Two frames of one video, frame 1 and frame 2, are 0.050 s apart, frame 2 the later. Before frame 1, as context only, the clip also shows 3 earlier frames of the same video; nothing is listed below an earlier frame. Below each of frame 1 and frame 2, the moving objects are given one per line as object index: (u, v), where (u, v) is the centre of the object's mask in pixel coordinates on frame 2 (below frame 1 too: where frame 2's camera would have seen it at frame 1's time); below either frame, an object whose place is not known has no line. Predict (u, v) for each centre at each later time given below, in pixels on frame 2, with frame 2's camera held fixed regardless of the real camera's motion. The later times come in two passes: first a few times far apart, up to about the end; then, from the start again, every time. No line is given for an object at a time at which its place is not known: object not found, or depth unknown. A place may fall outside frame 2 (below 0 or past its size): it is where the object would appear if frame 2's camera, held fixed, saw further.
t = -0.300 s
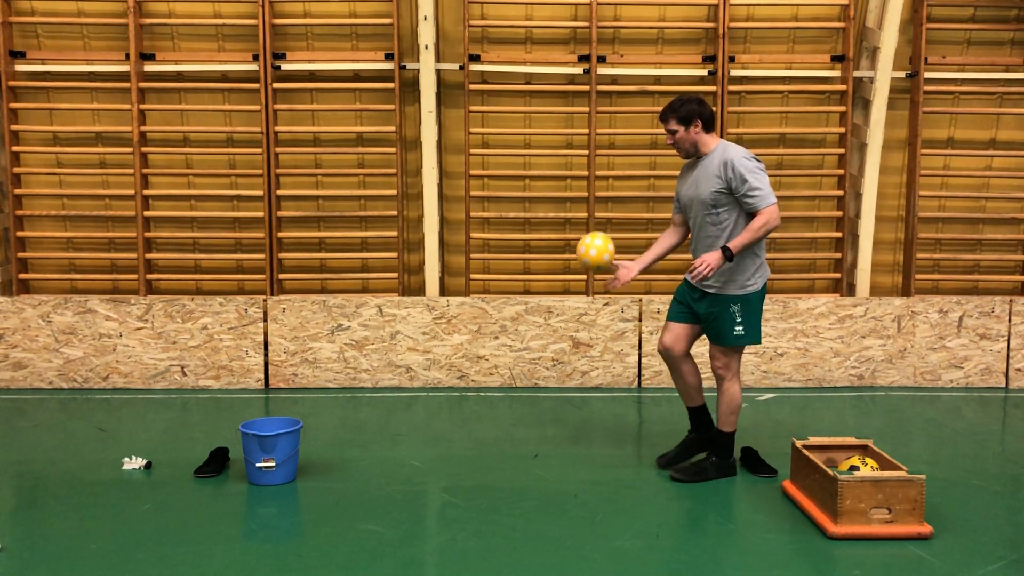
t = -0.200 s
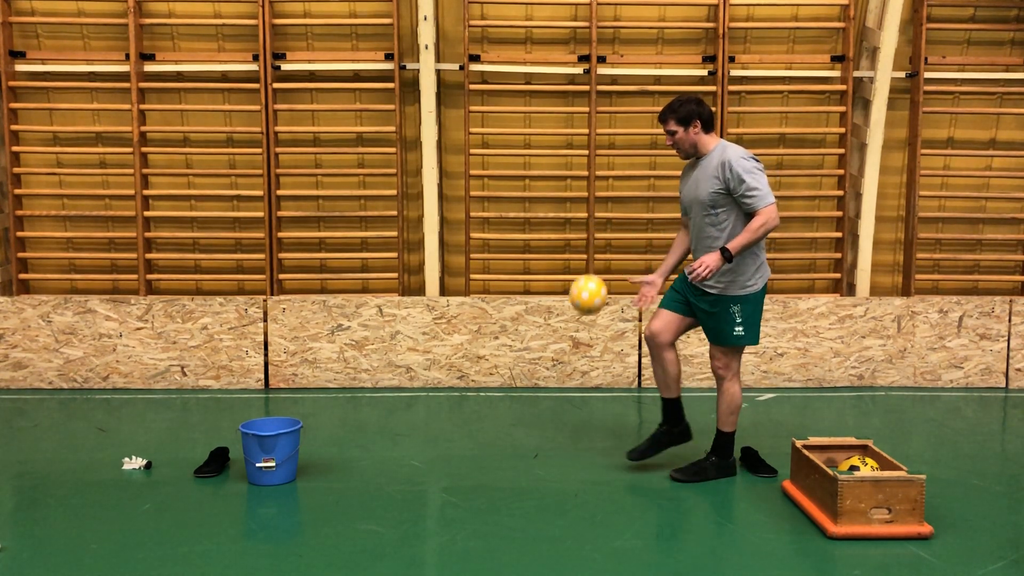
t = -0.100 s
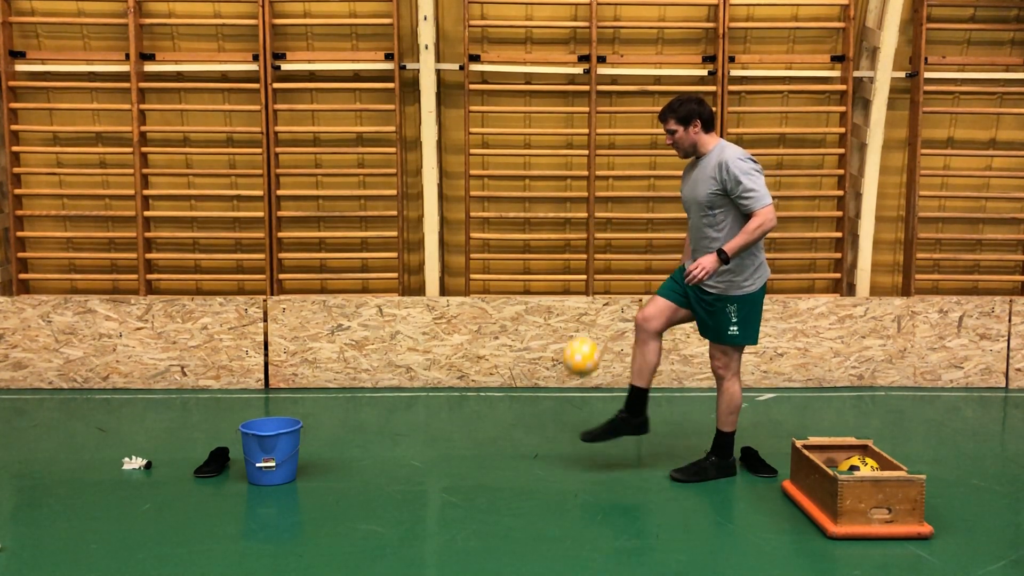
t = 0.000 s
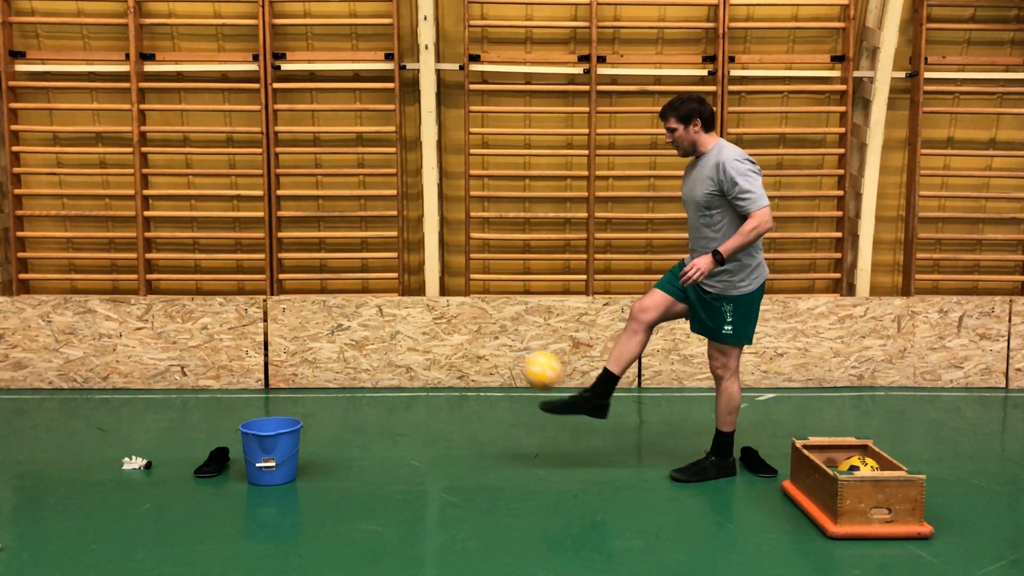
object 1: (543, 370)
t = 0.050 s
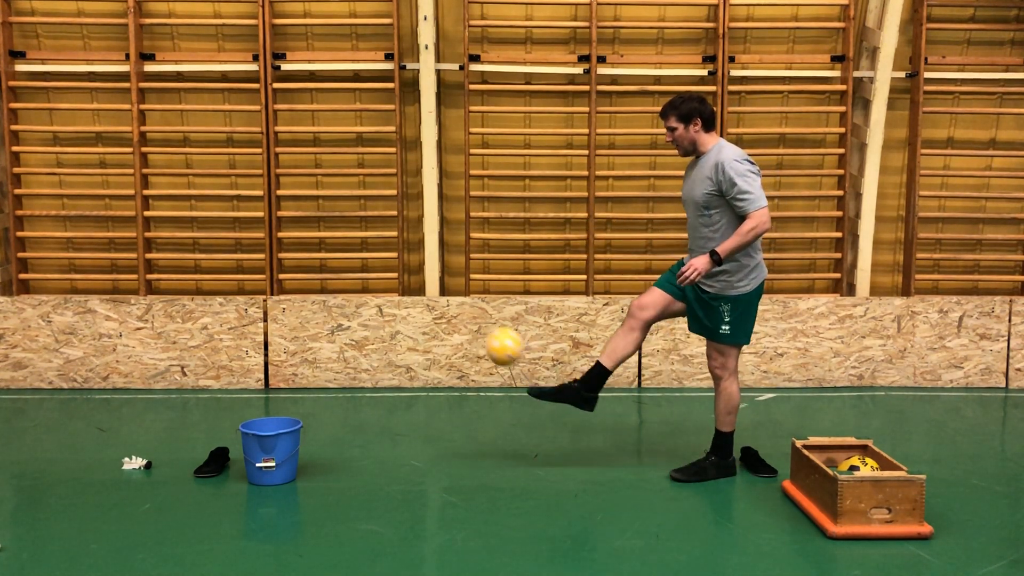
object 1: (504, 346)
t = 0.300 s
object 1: (320, 305)
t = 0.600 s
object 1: (117, 419)
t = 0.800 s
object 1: (21, 393)
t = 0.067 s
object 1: (491, 339)
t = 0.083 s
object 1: (479, 333)
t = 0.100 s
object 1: (466, 327)
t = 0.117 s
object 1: (454, 322)
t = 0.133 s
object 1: (443, 318)
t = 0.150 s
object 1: (429, 314)
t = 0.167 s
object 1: (417, 310)
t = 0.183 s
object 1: (405, 307)
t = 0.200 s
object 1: (392, 305)
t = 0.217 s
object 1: (380, 304)
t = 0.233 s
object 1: (368, 303)
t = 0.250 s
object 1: (356, 302)
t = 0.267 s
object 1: (344, 302)
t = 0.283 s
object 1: (332, 303)
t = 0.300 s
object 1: (320, 305)
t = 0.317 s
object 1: (308, 307)
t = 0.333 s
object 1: (297, 309)
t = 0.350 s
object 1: (284, 312)
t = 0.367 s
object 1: (273, 316)
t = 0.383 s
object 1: (262, 320)
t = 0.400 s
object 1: (249, 324)
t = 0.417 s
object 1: (238, 330)
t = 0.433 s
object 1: (227, 335)
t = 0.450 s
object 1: (215, 341)
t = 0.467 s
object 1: (204, 349)
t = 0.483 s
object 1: (193, 355)
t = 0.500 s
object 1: (182, 363)
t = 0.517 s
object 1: (170, 371)
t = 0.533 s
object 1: (160, 380)
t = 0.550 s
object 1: (148, 389)
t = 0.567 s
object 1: (138, 399)
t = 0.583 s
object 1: (128, 409)
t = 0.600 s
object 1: (117, 419)
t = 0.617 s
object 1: (106, 430)
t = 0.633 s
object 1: (96, 442)
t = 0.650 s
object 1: (86, 454)
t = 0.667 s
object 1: (79, 446)
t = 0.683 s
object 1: (72, 437)
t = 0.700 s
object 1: (64, 429)
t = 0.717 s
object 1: (57, 421)
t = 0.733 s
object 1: (49, 415)
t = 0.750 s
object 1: (42, 409)
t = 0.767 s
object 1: (35, 403)
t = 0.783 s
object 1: (28, 398)
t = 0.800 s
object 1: (21, 393)
